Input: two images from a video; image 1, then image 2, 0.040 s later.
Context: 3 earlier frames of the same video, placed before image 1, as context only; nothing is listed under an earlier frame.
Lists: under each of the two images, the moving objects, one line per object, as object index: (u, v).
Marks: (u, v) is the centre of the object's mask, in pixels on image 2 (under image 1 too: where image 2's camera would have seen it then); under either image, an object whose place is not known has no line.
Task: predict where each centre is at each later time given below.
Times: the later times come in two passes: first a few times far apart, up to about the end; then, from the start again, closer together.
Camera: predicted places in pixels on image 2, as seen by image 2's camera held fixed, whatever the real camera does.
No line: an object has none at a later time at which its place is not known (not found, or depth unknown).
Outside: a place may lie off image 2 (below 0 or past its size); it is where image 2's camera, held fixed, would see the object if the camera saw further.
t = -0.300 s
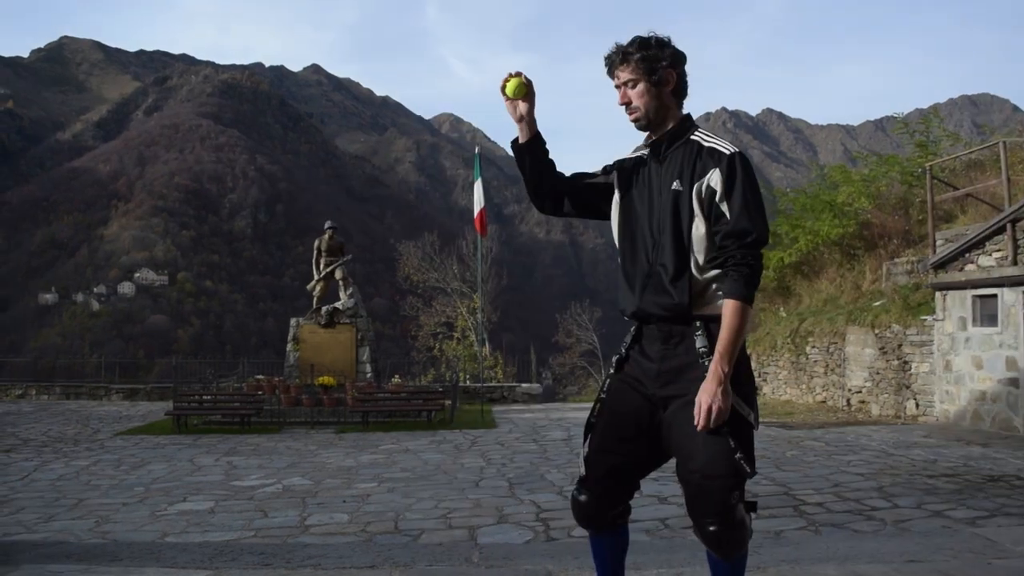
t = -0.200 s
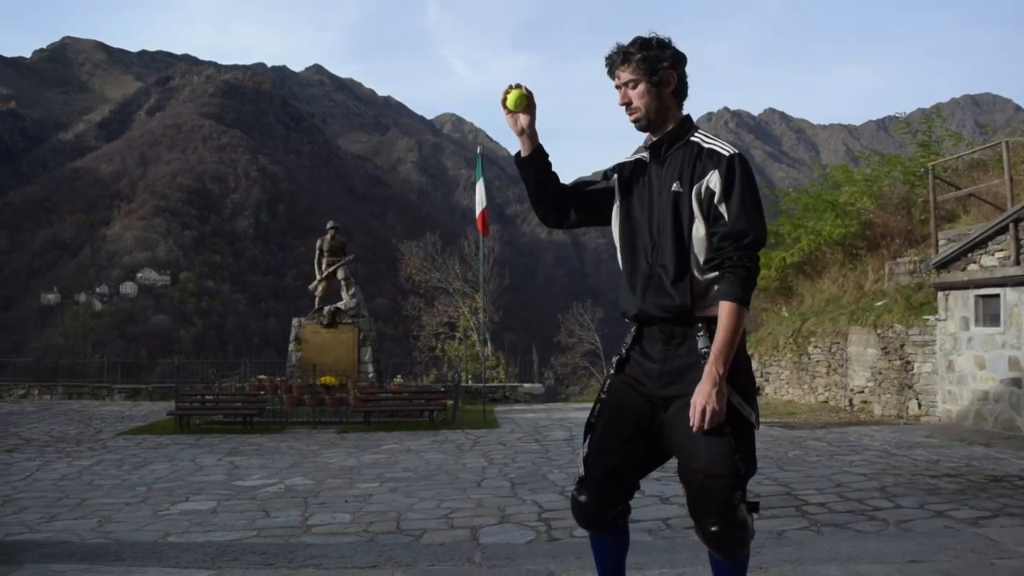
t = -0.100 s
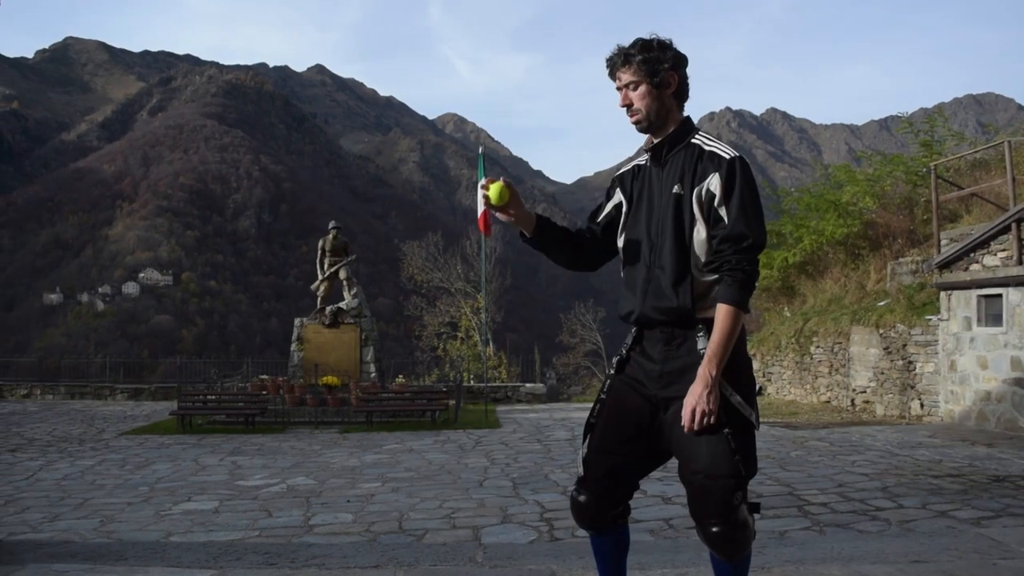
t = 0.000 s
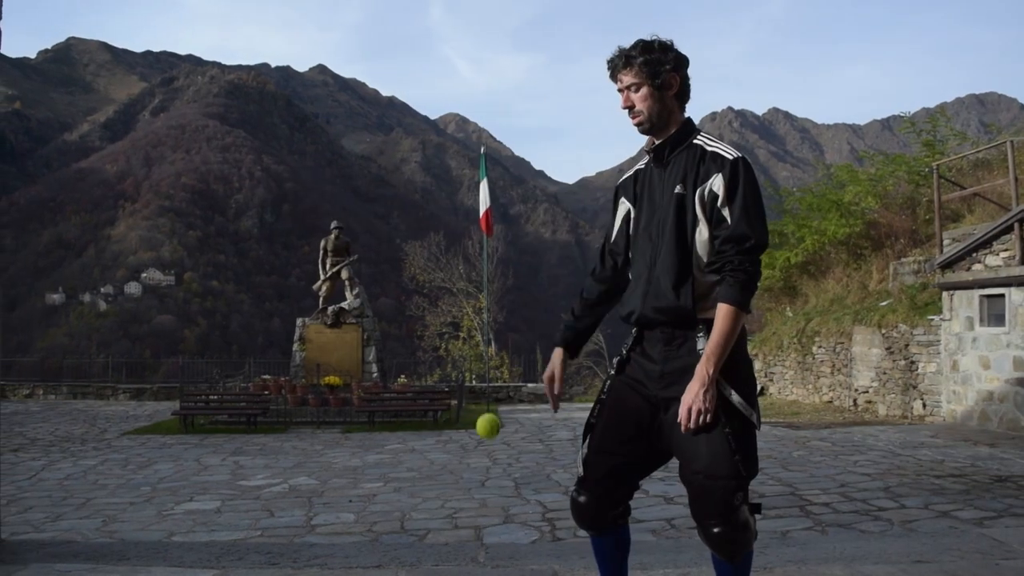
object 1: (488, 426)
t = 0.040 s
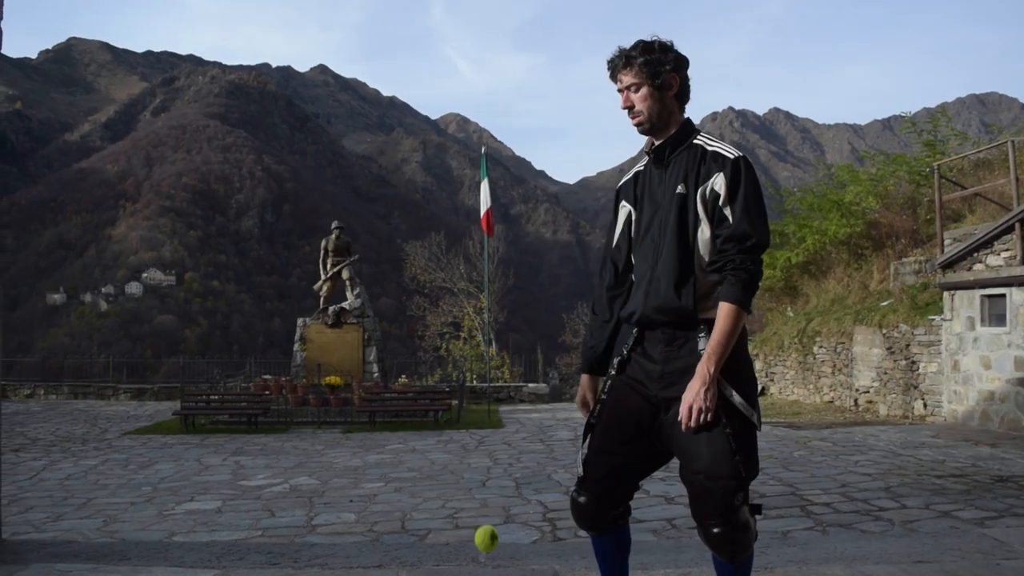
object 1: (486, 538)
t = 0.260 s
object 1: (481, 393)
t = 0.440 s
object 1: (478, 201)
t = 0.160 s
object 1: (482, 549)
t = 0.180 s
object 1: (482, 515)
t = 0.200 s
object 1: (481, 483)
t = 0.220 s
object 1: (481, 451)
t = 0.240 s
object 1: (481, 422)
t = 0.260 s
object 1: (481, 393)
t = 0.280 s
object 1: (481, 366)
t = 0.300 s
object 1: (480, 340)
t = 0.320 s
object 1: (480, 316)
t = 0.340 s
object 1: (480, 294)
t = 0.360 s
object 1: (479, 272)
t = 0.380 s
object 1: (479, 252)
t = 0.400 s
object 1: (479, 234)
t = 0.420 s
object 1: (478, 217)
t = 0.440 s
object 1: (478, 201)
